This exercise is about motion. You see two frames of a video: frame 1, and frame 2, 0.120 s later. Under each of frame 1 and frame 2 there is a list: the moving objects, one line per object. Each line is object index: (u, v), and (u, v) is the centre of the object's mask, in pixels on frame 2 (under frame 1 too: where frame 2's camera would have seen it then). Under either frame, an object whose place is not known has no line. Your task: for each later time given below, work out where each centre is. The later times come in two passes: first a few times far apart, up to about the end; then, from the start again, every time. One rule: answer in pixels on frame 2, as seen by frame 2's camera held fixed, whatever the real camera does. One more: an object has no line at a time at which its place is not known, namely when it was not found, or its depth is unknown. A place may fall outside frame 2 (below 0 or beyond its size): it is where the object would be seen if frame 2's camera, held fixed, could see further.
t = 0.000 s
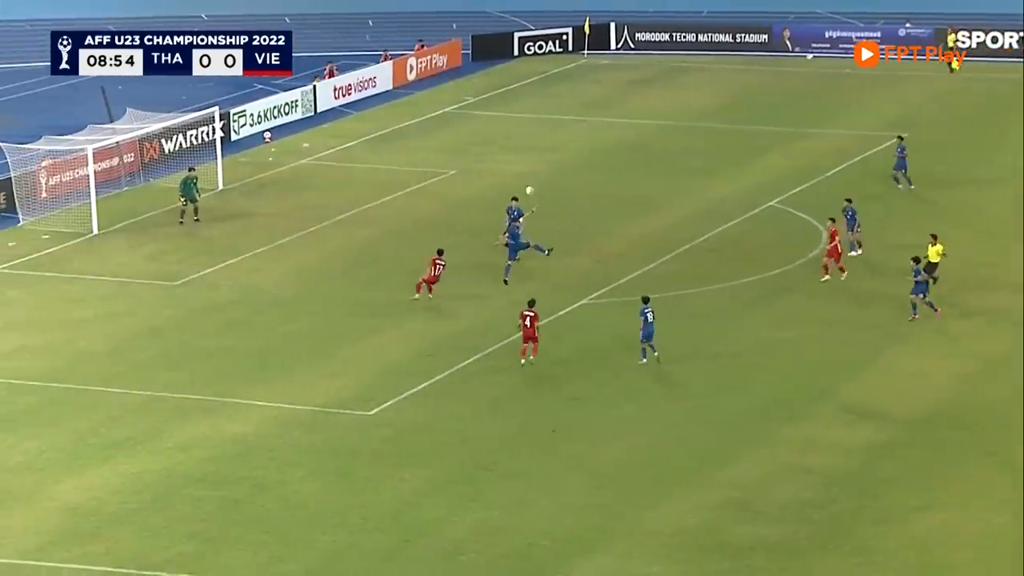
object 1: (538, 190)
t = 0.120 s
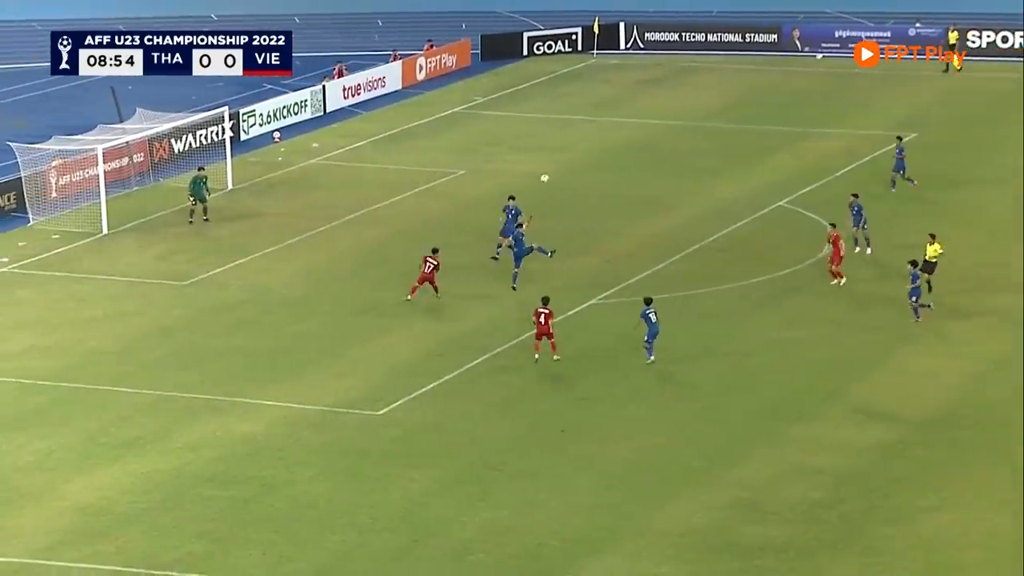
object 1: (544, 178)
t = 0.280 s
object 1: (552, 170)
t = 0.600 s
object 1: (568, 179)
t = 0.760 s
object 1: (575, 197)
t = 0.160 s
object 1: (547, 176)
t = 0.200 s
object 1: (548, 172)
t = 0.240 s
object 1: (550, 171)
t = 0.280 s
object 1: (552, 170)
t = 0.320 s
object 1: (555, 169)
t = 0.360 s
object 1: (556, 169)
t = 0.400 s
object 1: (558, 169)
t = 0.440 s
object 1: (560, 170)
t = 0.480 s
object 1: (562, 172)
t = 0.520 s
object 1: (564, 174)
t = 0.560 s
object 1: (566, 176)
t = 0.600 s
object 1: (568, 179)
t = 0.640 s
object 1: (570, 184)
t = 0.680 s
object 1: (571, 187)
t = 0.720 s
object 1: (573, 192)
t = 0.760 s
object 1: (575, 197)
